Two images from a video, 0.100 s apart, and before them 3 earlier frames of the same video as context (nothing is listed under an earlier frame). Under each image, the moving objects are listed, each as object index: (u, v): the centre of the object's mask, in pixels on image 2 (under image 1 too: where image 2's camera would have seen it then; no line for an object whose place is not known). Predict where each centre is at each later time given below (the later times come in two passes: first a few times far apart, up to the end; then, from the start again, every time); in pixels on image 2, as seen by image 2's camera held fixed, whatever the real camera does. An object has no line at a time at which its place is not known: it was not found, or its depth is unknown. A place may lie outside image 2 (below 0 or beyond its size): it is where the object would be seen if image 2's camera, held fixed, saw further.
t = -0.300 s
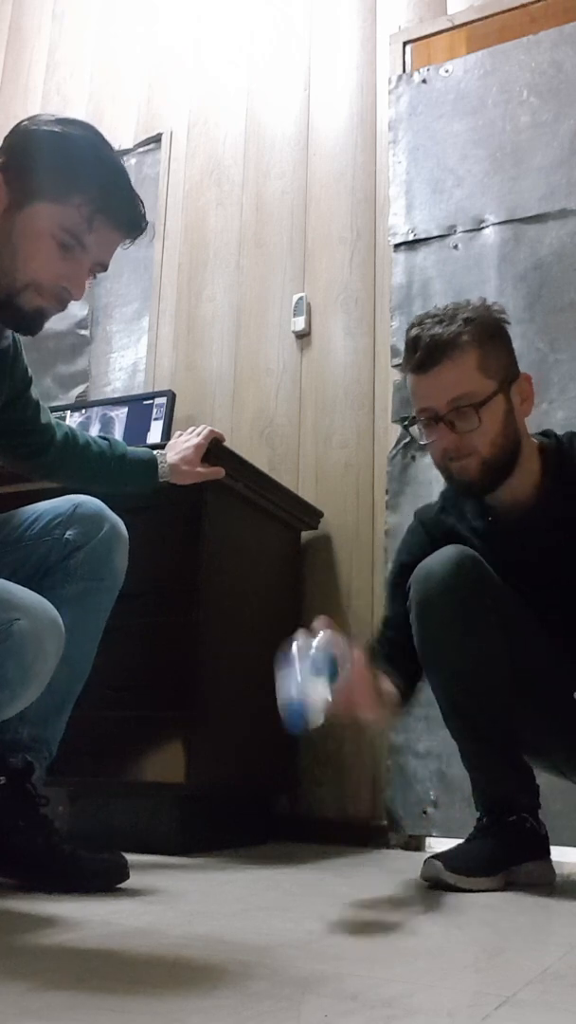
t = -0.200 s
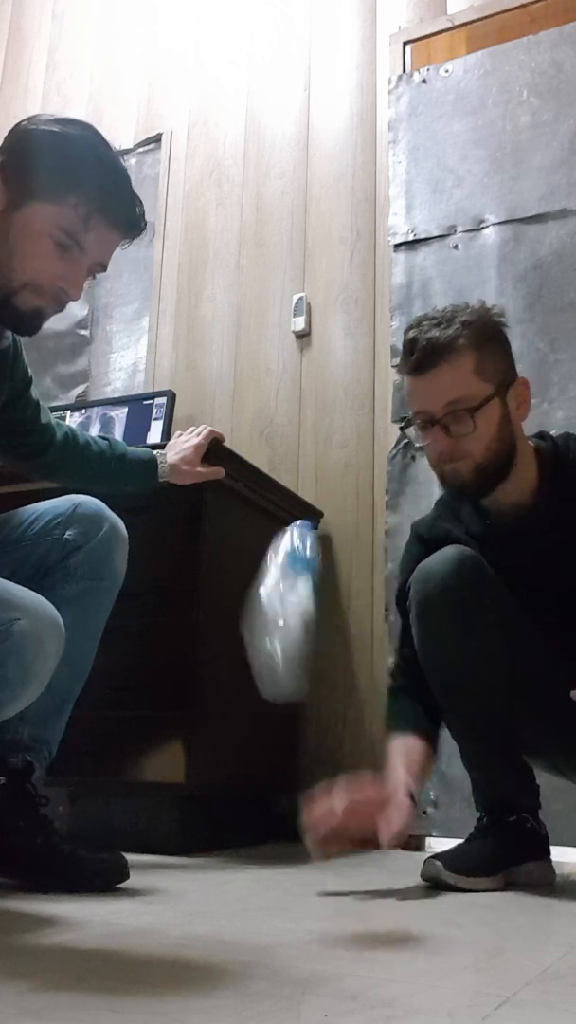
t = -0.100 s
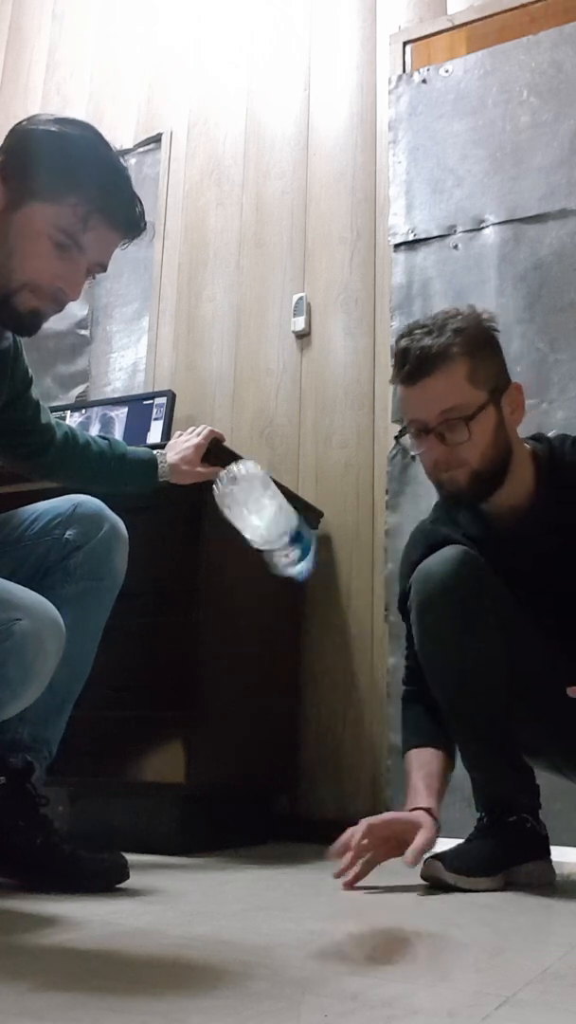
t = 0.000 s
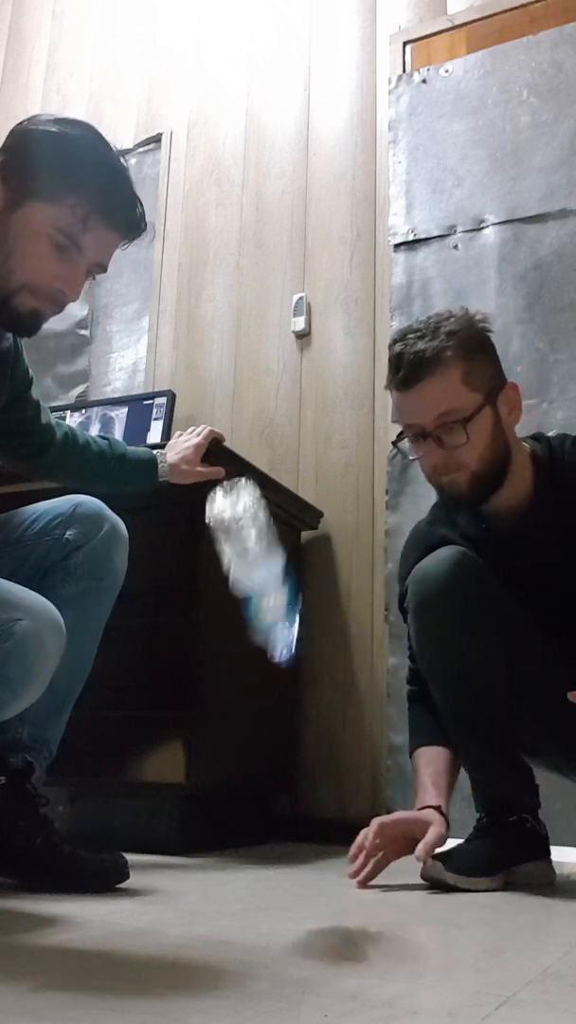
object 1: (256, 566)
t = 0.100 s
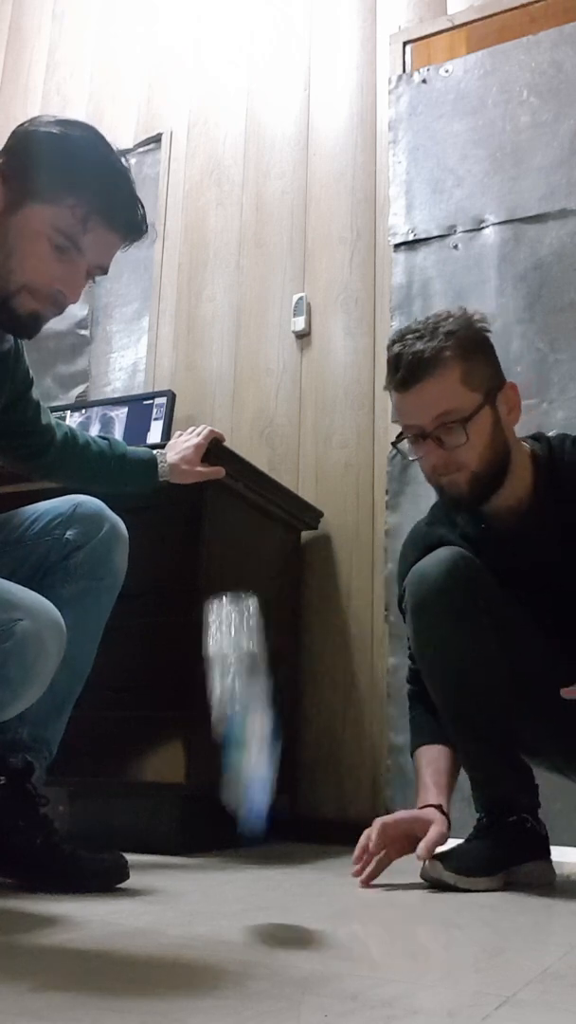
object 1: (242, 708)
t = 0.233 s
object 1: (225, 812)
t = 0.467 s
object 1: (164, 855)
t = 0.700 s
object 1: (146, 881)
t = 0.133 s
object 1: (236, 774)
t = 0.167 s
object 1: (230, 808)
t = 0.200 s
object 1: (227, 811)
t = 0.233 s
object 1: (225, 812)
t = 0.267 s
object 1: (222, 812)
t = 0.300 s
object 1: (218, 812)
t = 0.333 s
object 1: (211, 812)
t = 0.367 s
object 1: (203, 814)
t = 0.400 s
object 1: (192, 819)
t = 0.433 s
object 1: (179, 829)
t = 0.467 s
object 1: (164, 855)
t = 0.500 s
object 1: (154, 876)
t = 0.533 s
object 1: (150, 878)
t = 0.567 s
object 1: (146, 880)
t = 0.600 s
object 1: (146, 881)
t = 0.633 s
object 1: (147, 880)
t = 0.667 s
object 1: (147, 881)
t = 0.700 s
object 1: (146, 881)
